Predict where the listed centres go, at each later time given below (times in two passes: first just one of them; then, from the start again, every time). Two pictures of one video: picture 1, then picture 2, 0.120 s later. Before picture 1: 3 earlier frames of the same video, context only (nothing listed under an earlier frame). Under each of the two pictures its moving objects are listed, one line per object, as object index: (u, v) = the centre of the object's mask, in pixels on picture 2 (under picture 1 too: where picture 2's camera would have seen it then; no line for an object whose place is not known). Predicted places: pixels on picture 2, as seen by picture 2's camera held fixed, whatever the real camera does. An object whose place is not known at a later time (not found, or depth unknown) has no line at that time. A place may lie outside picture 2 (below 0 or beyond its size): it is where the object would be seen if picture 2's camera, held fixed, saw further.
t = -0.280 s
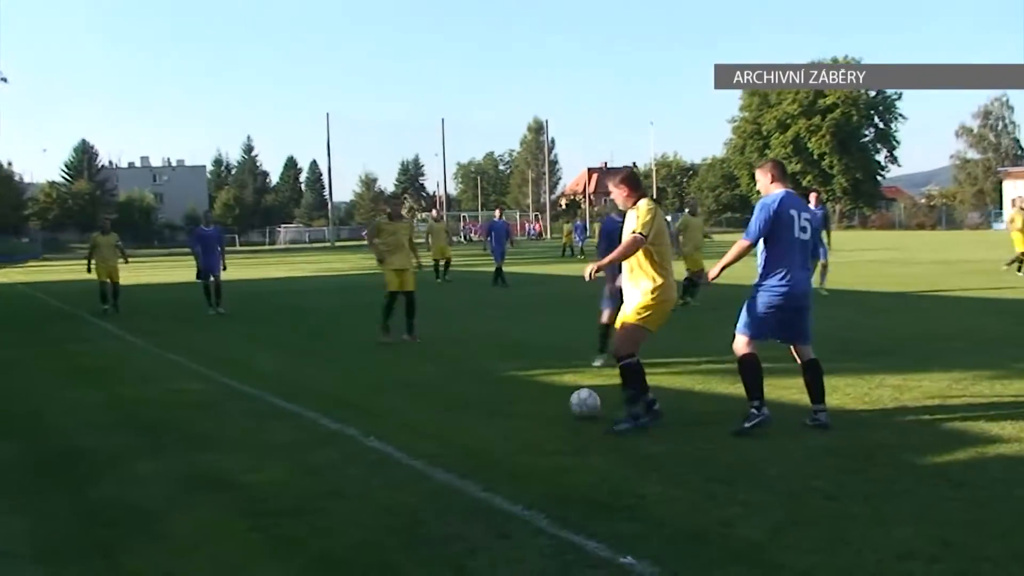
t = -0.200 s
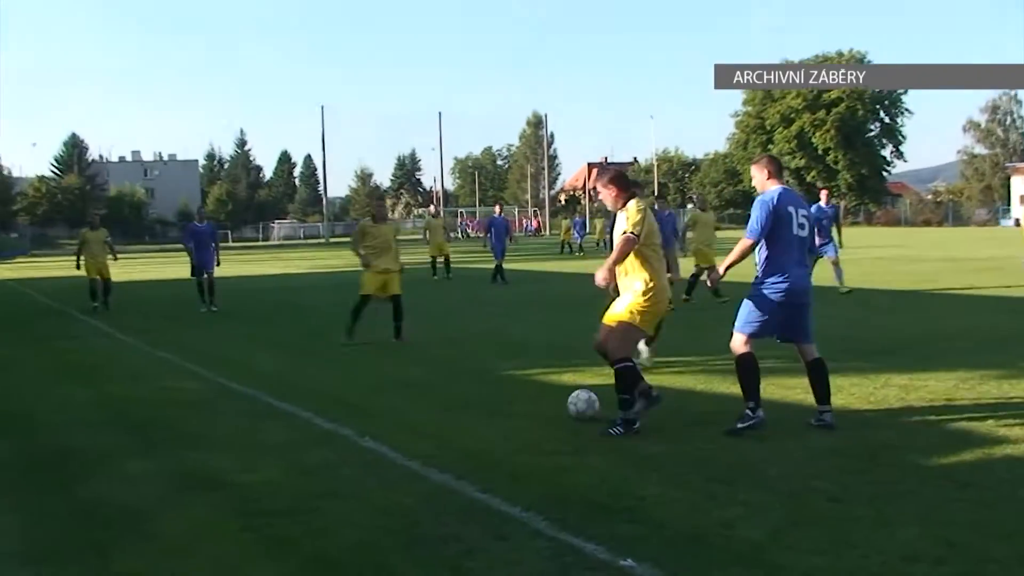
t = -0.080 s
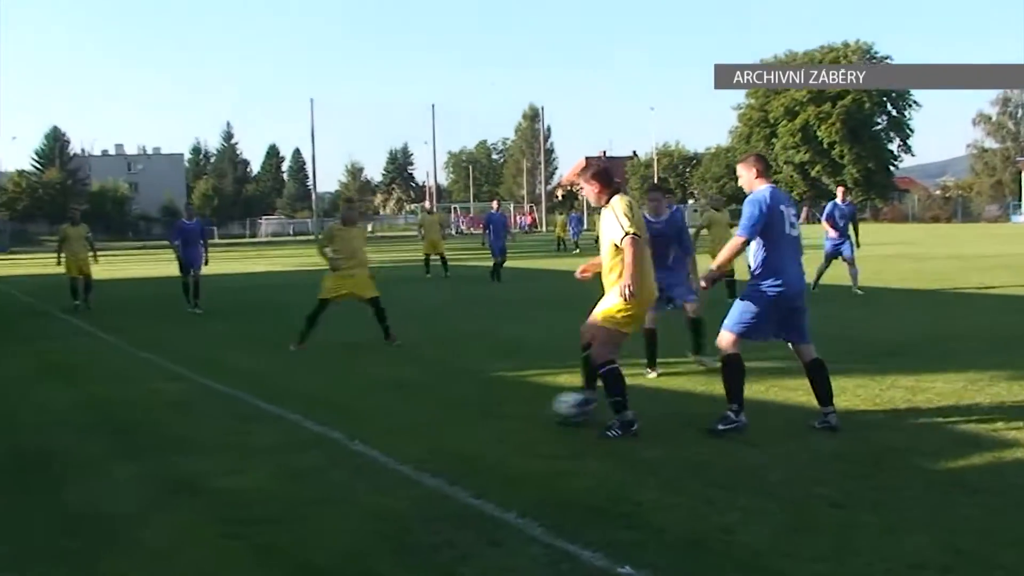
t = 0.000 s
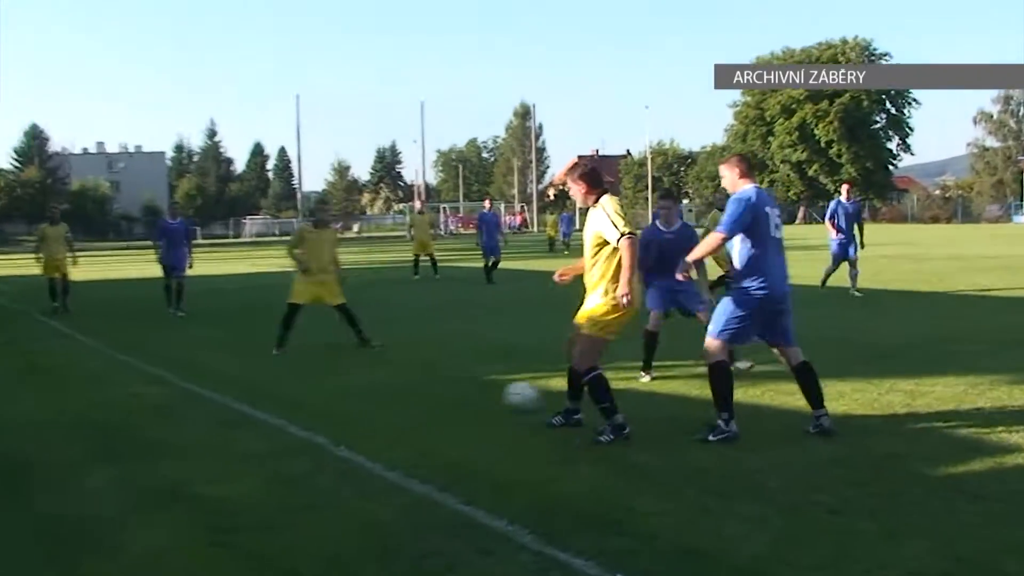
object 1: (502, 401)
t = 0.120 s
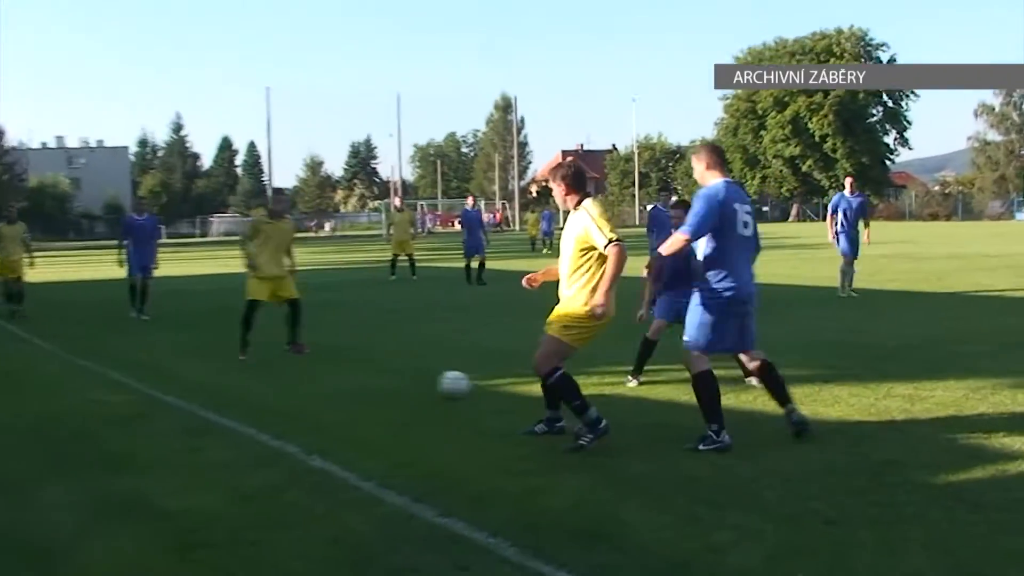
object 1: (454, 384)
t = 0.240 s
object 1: (417, 373)
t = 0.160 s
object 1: (440, 380)
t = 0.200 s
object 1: (428, 377)
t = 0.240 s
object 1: (417, 373)
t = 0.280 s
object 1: (407, 370)
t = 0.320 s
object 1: (397, 368)
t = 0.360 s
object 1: (388, 367)
